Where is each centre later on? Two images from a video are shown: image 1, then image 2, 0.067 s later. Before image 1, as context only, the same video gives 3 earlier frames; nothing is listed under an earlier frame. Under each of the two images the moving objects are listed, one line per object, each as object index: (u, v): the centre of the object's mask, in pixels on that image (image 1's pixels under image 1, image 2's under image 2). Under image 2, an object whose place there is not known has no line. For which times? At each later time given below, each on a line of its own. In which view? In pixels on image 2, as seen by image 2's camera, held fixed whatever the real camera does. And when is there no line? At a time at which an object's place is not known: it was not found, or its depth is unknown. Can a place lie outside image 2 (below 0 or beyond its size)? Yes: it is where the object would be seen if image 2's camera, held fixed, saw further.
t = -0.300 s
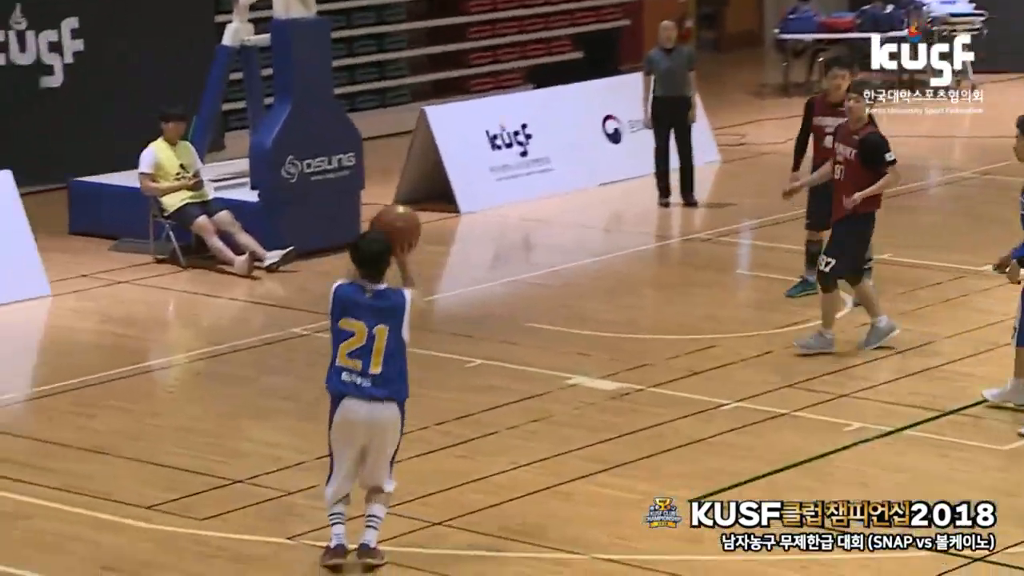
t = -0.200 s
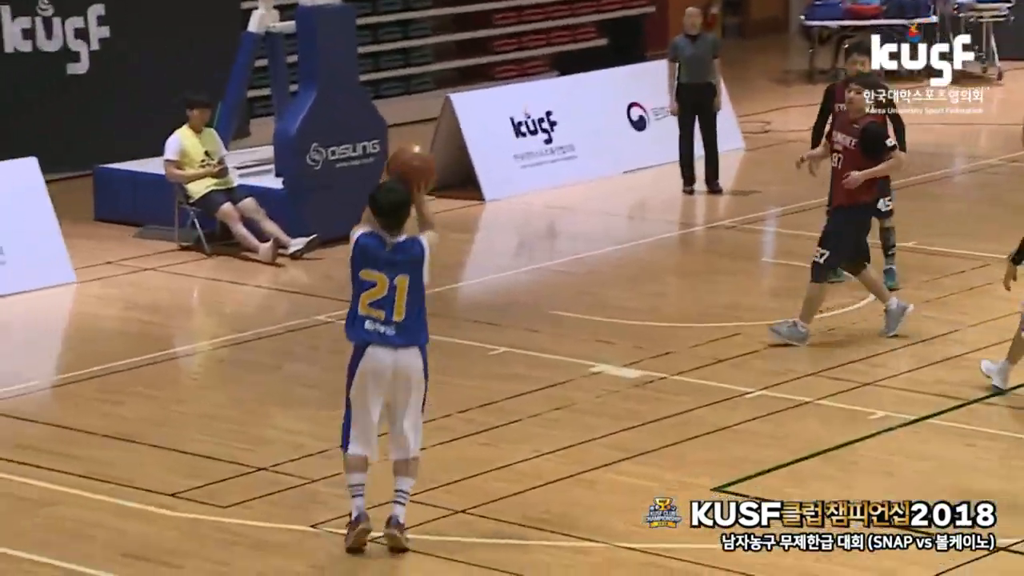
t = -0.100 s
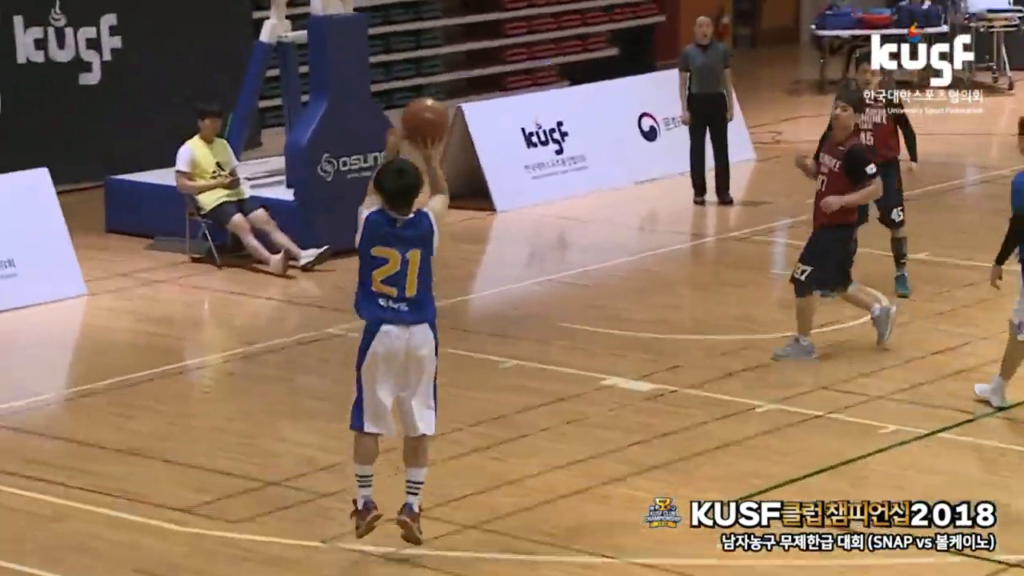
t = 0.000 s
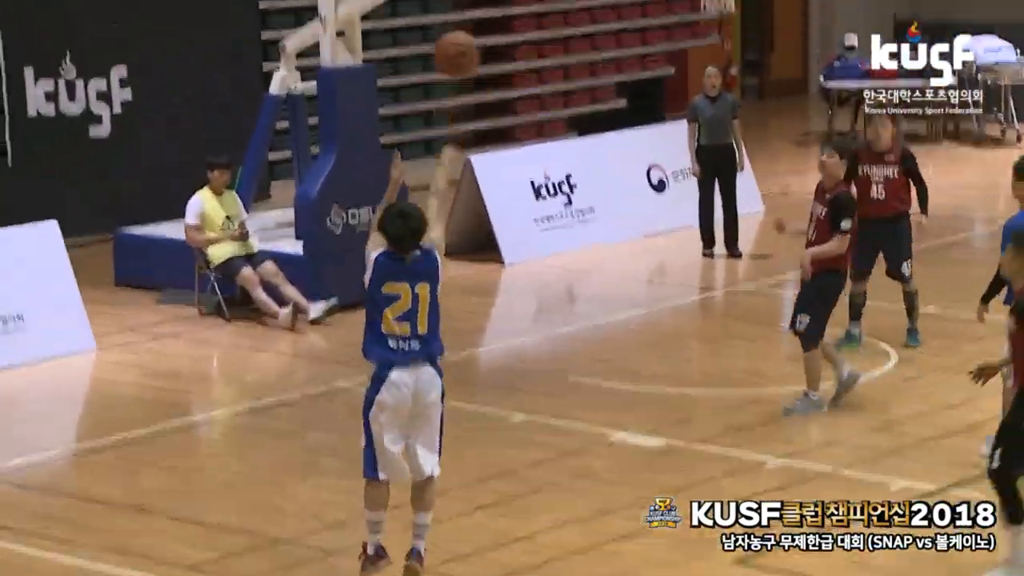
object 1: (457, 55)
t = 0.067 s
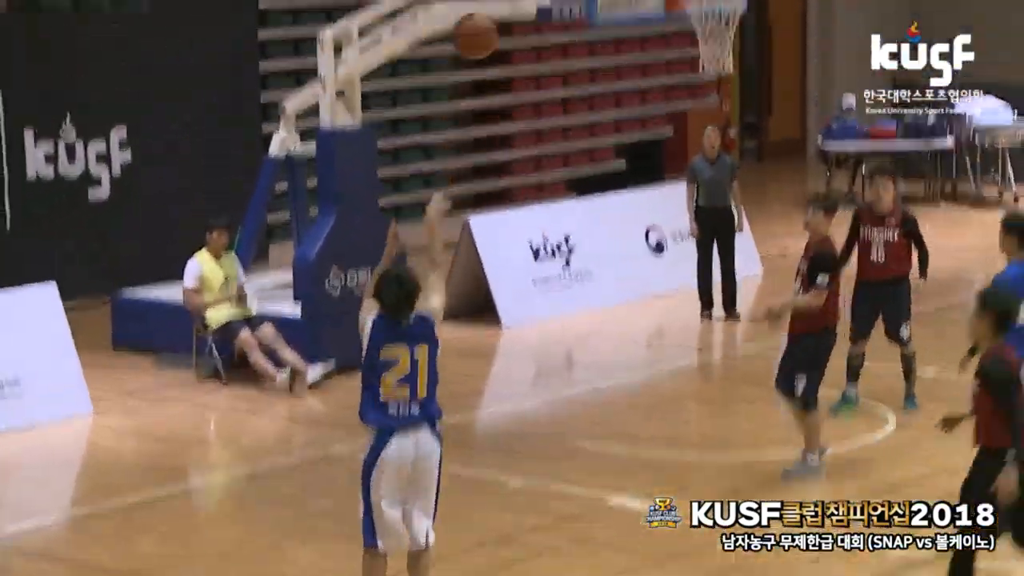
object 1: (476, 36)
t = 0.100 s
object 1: (484, -1)
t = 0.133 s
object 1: (494, -33)
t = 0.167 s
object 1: (505, -64)
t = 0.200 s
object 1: (514, -93)
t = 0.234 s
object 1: (523, -119)
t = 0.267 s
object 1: (533, -141)
